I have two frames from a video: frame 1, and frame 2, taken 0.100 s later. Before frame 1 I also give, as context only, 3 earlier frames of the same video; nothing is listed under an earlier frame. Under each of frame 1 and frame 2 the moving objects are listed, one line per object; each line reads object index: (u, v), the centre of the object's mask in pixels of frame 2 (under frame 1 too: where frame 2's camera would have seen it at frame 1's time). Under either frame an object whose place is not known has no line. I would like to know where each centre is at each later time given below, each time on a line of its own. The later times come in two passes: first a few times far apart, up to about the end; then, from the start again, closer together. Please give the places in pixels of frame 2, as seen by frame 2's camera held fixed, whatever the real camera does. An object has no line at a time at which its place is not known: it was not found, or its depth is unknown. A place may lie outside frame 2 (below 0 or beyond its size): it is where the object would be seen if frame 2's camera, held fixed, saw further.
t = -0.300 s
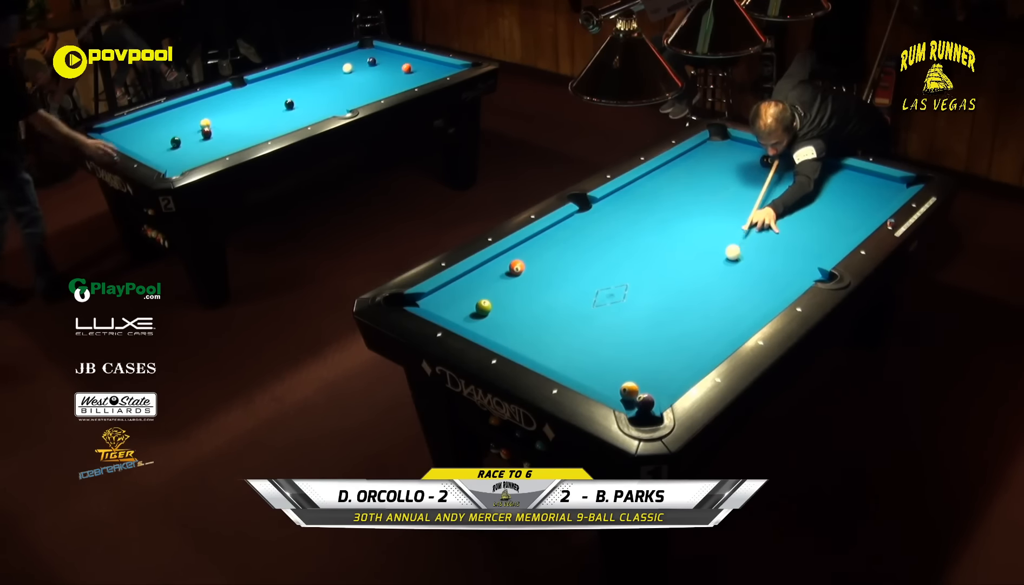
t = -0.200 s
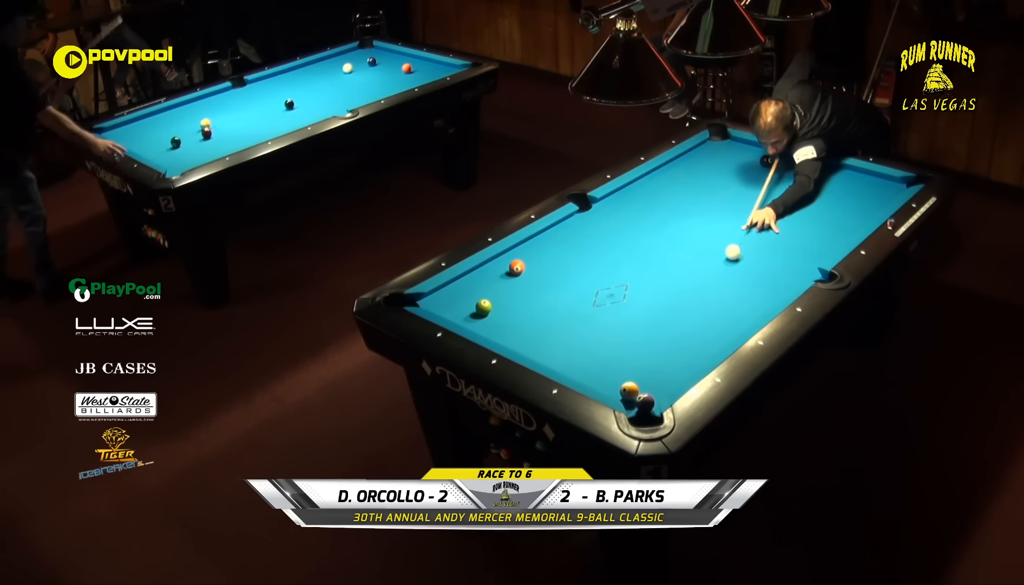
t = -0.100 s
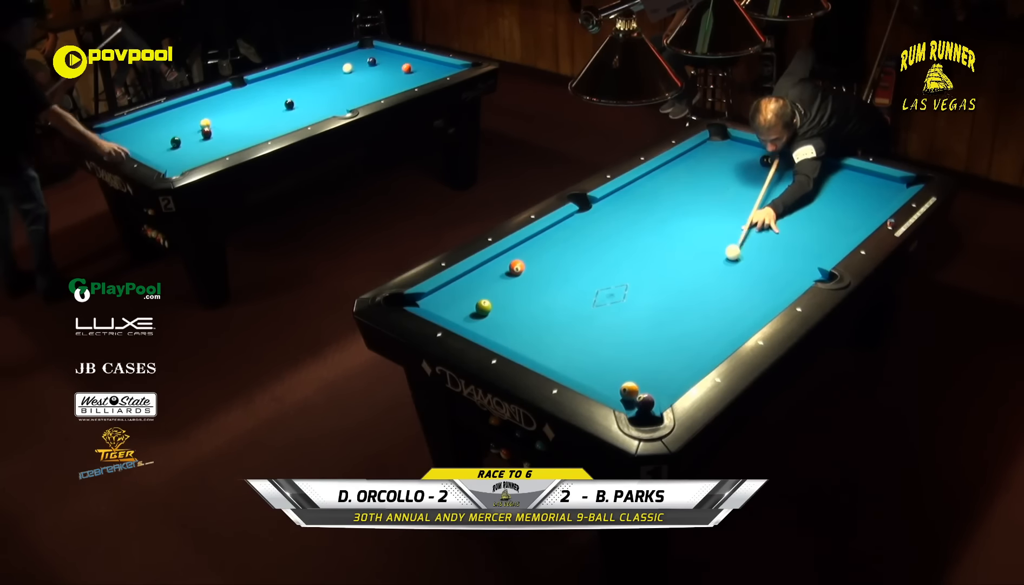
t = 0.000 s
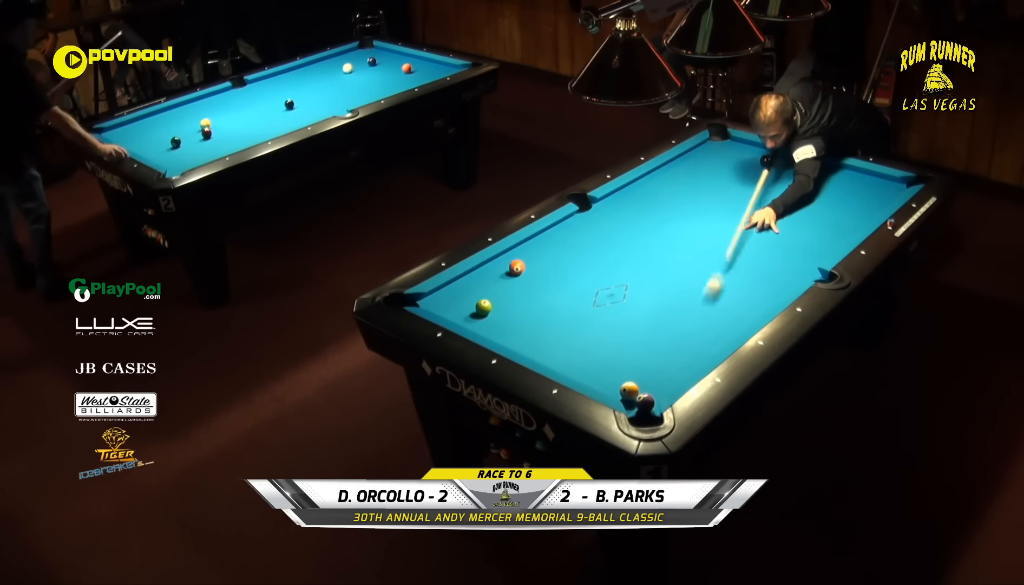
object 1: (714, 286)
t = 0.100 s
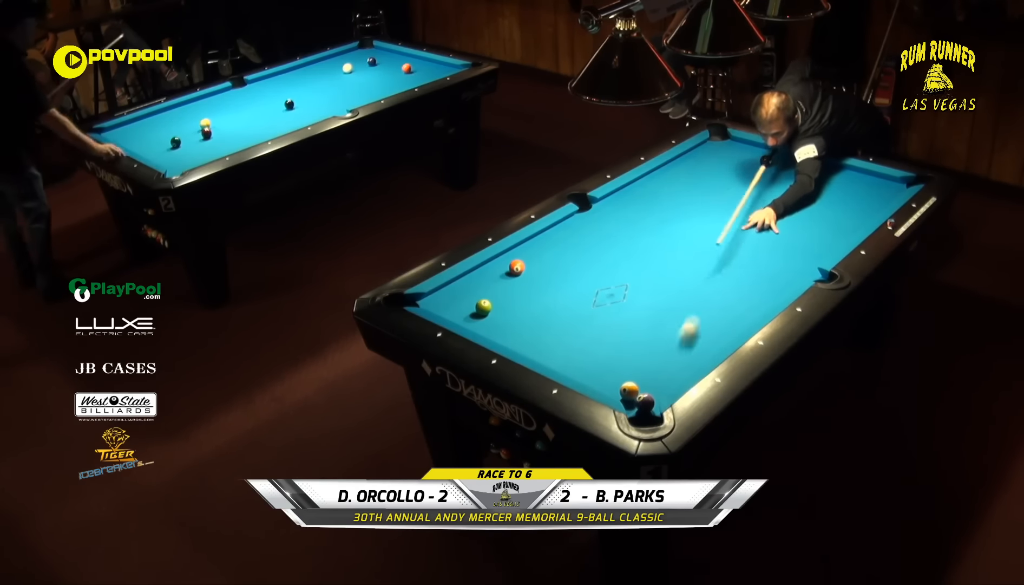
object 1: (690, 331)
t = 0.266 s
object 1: (655, 392)
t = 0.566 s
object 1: (654, 369)
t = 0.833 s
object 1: (654, 350)
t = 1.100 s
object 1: (654, 334)
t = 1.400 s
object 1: (654, 318)
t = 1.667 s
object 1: (653, 305)
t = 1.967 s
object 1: (653, 293)
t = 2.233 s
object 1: (653, 283)
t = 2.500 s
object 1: (652, 275)
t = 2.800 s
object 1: (651, 266)
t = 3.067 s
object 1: (651, 260)
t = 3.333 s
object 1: (650, 255)
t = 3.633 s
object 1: (650, 250)
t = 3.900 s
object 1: (649, 246)
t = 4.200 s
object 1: (649, 243)
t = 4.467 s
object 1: (648, 242)
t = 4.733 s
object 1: (648, 241)
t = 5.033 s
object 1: (647, 241)
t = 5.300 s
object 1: (647, 241)
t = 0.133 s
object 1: (682, 343)
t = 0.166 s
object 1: (673, 361)
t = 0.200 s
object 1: (663, 378)
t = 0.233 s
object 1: (656, 388)
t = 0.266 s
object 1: (655, 392)
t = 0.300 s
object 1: (654, 390)
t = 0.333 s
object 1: (654, 388)
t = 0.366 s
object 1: (654, 385)
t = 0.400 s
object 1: (654, 382)
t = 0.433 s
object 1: (654, 380)
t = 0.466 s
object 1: (654, 377)
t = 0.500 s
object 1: (654, 374)
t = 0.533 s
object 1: (654, 371)
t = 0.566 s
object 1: (654, 369)
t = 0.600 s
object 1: (654, 367)
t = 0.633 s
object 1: (654, 364)
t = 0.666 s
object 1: (654, 362)
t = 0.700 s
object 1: (654, 360)
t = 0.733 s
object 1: (654, 357)
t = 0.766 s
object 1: (654, 355)
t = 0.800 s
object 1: (654, 353)
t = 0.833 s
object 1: (654, 350)
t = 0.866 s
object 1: (654, 348)
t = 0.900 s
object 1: (654, 346)
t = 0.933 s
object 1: (654, 344)
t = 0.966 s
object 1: (654, 342)
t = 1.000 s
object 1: (654, 340)
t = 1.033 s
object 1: (654, 338)
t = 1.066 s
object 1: (654, 336)
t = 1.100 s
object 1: (654, 334)
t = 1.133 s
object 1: (654, 332)
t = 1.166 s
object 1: (654, 330)
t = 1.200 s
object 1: (653, 328)
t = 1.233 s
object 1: (654, 327)
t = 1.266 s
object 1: (654, 325)
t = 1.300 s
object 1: (654, 323)
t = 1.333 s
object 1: (654, 321)
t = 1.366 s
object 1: (654, 320)
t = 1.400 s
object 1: (654, 318)
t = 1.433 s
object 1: (654, 316)
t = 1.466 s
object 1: (654, 315)
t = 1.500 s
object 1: (653, 313)
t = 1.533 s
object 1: (653, 311)
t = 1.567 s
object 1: (653, 310)
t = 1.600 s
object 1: (653, 308)
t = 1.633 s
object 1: (653, 307)
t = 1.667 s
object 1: (653, 305)
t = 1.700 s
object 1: (653, 304)
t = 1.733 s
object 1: (653, 302)
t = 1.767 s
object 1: (653, 301)
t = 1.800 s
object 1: (653, 300)
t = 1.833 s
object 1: (653, 298)
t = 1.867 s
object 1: (653, 297)
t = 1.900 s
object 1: (653, 295)
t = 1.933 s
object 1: (653, 294)
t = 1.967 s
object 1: (653, 293)
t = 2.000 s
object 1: (653, 291)
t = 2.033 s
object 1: (653, 290)
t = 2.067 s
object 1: (653, 289)
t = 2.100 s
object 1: (653, 288)
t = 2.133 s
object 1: (653, 287)
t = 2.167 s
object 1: (653, 286)
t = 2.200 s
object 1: (653, 284)
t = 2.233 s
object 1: (653, 283)
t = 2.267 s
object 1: (653, 282)
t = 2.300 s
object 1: (653, 281)
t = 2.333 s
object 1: (653, 280)
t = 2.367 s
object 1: (653, 279)
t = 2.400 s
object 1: (652, 278)
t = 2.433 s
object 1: (652, 277)
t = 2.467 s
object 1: (652, 276)
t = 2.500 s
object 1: (652, 275)
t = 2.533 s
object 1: (652, 274)
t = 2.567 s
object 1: (652, 273)
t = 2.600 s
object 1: (652, 272)
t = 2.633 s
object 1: (652, 271)
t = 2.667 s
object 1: (652, 270)
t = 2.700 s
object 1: (652, 269)
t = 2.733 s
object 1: (652, 268)
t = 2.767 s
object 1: (652, 267)
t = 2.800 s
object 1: (651, 266)
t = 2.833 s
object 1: (651, 266)
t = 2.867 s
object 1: (651, 265)
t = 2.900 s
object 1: (651, 264)
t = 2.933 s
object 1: (651, 263)
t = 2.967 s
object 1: (651, 262)
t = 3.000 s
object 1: (651, 262)
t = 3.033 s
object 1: (651, 261)
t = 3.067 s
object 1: (651, 260)
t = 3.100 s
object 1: (651, 259)
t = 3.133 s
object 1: (651, 259)
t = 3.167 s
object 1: (651, 258)
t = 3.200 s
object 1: (651, 257)
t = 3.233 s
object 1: (651, 257)
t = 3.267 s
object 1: (651, 256)
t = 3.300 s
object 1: (650, 256)
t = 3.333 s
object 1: (650, 255)
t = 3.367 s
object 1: (650, 254)
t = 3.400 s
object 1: (650, 254)
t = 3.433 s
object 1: (650, 253)
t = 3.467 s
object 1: (650, 253)
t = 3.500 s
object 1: (650, 252)
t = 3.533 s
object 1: (650, 251)
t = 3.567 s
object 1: (650, 251)
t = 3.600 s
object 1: (650, 250)
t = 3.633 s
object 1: (650, 250)
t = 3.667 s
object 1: (650, 249)
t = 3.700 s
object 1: (650, 249)
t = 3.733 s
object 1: (650, 249)
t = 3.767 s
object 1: (649, 248)
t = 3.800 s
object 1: (649, 248)
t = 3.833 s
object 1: (649, 247)
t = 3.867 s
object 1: (649, 247)
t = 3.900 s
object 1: (649, 246)
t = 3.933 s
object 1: (649, 246)
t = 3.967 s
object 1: (649, 246)
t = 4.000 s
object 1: (649, 245)
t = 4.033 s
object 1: (649, 245)
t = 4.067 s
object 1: (649, 245)
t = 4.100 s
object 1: (649, 244)
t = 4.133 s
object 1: (649, 244)
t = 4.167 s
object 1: (649, 244)
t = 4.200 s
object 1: (649, 243)
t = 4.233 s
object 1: (649, 243)
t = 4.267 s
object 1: (649, 243)
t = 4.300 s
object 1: (648, 243)
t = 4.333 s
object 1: (648, 243)
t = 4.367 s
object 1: (648, 242)
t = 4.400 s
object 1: (648, 242)
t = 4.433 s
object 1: (648, 242)
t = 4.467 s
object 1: (648, 242)
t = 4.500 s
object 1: (648, 242)
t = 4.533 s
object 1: (648, 241)
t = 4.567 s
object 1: (648, 241)
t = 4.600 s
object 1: (648, 241)
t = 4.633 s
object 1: (648, 241)
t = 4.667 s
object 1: (648, 241)
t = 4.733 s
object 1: (648, 241)
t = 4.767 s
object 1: (648, 241)
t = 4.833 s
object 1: (648, 241)
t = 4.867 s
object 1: (647, 241)
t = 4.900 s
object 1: (647, 241)
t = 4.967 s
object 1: (647, 241)
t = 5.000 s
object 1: (647, 241)
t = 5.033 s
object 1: (647, 241)
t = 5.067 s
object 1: (647, 241)
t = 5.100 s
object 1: (647, 241)
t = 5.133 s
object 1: (647, 241)
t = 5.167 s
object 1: (647, 241)
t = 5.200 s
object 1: (647, 241)
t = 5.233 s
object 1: (647, 241)
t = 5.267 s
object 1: (647, 241)
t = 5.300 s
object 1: (647, 241)
